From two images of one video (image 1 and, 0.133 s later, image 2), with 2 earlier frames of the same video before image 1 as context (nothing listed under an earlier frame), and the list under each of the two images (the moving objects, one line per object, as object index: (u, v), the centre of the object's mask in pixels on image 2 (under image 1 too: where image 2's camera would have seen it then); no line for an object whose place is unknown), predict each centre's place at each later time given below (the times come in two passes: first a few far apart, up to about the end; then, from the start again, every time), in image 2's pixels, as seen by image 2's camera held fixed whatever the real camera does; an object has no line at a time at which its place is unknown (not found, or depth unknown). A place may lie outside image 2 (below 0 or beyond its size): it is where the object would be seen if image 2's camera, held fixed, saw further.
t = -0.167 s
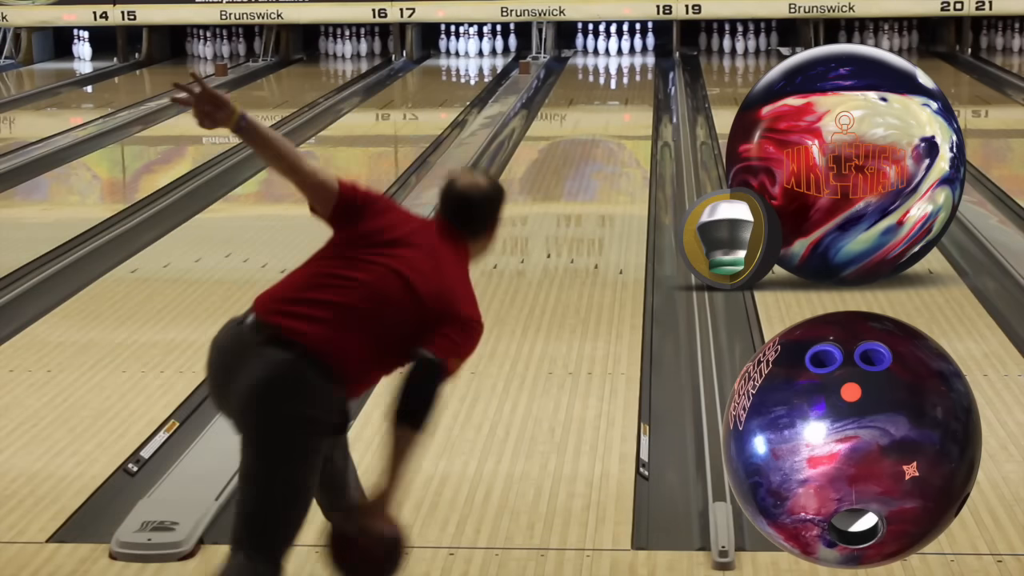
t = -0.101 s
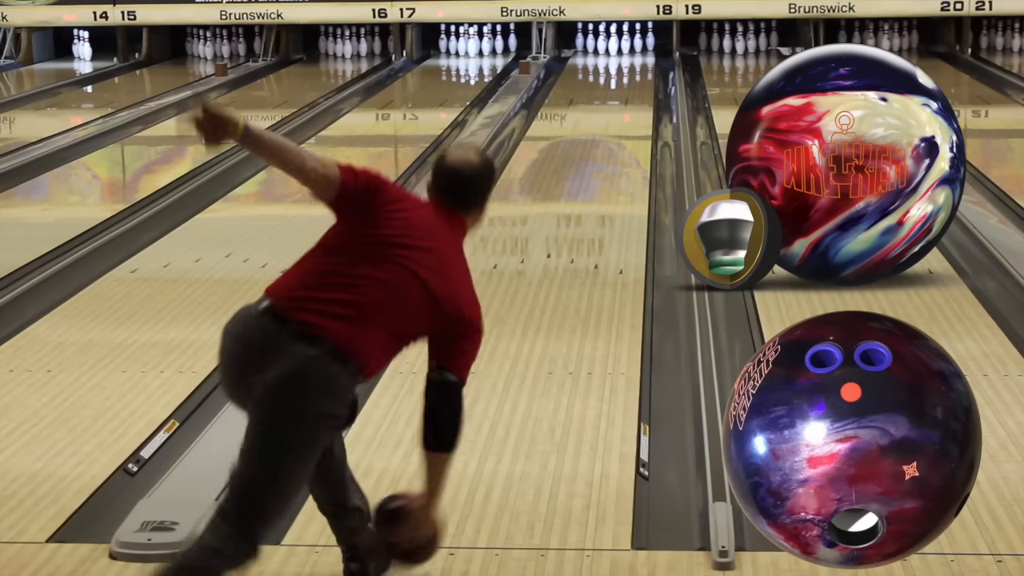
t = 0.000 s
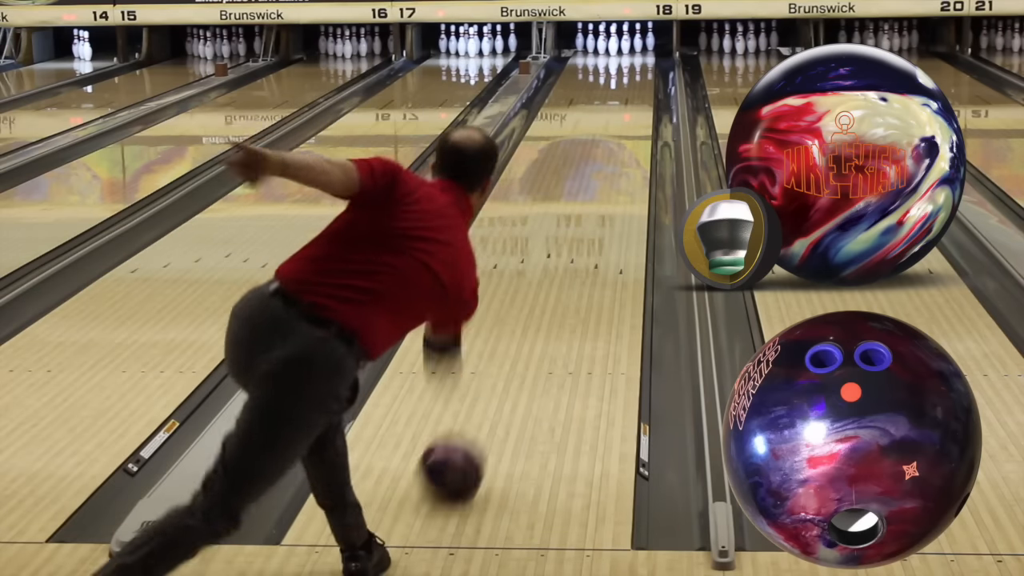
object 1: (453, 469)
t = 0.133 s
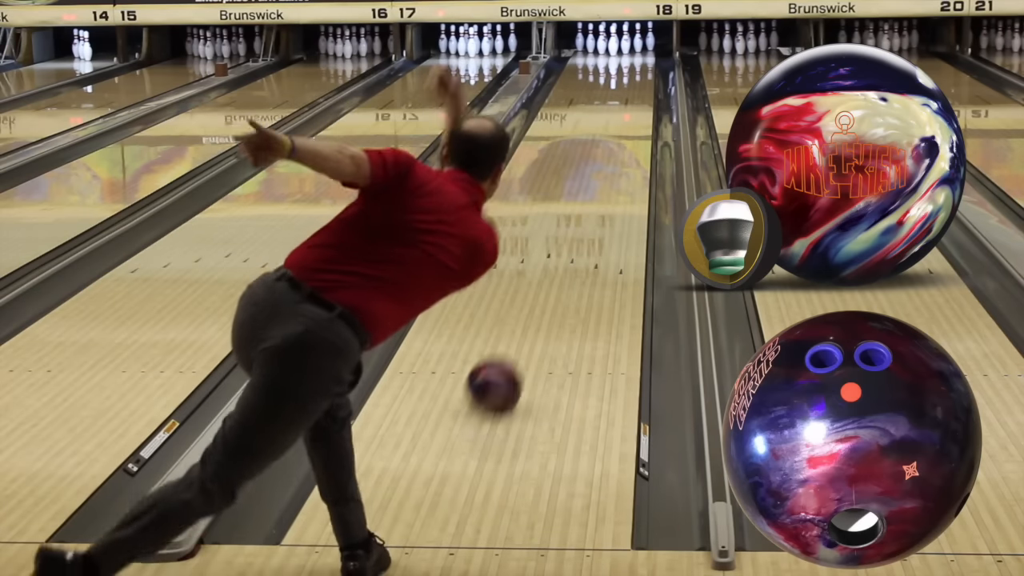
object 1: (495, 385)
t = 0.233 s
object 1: (519, 337)
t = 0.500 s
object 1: (563, 246)
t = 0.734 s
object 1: (588, 192)
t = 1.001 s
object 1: (608, 149)
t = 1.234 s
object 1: (621, 120)
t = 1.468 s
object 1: (629, 98)
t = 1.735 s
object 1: (633, 78)
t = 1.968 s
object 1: (630, 65)
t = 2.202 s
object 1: (622, 53)
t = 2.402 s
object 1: (616, 47)
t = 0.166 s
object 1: (503, 368)
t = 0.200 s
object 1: (511, 352)
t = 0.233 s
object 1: (519, 337)
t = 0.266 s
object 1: (525, 324)
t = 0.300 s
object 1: (532, 311)
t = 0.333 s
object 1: (538, 298)
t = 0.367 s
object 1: (544, 287)
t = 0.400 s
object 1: (549, 276)
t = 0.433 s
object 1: (554, 265)
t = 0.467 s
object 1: (559, 255)
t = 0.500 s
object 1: (563, 246)
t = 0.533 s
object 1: (568, 237)
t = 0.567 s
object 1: (572, 229)
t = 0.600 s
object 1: (575, 221)
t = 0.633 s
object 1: (579, 213)
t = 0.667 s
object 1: (582, 206)
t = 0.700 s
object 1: (585, 199)
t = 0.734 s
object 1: (588, 192)
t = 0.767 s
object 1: (591, 186)
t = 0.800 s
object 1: (594, 180)
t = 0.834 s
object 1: (597, 175)
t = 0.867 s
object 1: (599, 169)
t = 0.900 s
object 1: (602, 164)
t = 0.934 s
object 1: (604, 159)
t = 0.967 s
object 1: (606, 154)
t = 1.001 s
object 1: (608, 149)
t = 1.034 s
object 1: (610, 144)
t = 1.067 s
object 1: (612, 140)
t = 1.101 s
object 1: (614, 136)
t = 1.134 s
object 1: (616, 132)
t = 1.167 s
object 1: (617, 128)
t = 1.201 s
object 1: (619, 124)
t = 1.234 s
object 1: (621, 120)
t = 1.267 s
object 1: (622, 117)
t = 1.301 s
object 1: (624, 114)
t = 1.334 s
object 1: (625, 110)
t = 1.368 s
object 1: (626, 107)
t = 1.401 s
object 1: (627, 104)
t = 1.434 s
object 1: (628, 101)
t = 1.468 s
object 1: (629, 98)
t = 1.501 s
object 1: (630, 95)
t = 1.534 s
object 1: (631, 93)
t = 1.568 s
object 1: (631, 90)
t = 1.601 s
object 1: (632, 88)
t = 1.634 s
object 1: (633, 85)
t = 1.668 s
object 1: (633, 83)
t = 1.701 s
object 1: (633, 81)
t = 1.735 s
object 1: (633, 78)
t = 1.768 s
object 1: (633, 76)
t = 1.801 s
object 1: (633, 74)
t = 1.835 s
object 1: (632, 72)
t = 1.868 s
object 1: (632, 71)
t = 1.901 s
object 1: (632, 68)
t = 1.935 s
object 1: (631, 67)
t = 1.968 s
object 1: (630, 65)
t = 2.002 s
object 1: (630, 63)
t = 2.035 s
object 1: (629, 62)
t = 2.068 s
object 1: (628, 59)
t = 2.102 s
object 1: (627, 58)
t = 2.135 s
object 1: (625, 56)
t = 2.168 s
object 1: (624, 55)
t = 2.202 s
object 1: (622, 53)
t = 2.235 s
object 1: (621, 52)
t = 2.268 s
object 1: (620, 51)
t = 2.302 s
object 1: (618, 50)
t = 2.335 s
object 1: (616, 49)
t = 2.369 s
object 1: (616, 48)
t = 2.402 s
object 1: (616, 47)
